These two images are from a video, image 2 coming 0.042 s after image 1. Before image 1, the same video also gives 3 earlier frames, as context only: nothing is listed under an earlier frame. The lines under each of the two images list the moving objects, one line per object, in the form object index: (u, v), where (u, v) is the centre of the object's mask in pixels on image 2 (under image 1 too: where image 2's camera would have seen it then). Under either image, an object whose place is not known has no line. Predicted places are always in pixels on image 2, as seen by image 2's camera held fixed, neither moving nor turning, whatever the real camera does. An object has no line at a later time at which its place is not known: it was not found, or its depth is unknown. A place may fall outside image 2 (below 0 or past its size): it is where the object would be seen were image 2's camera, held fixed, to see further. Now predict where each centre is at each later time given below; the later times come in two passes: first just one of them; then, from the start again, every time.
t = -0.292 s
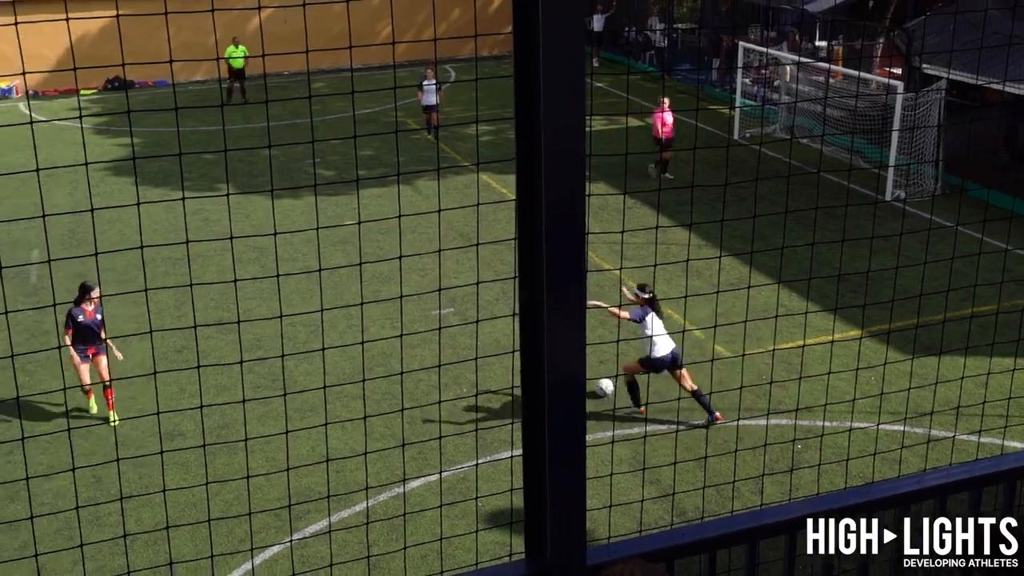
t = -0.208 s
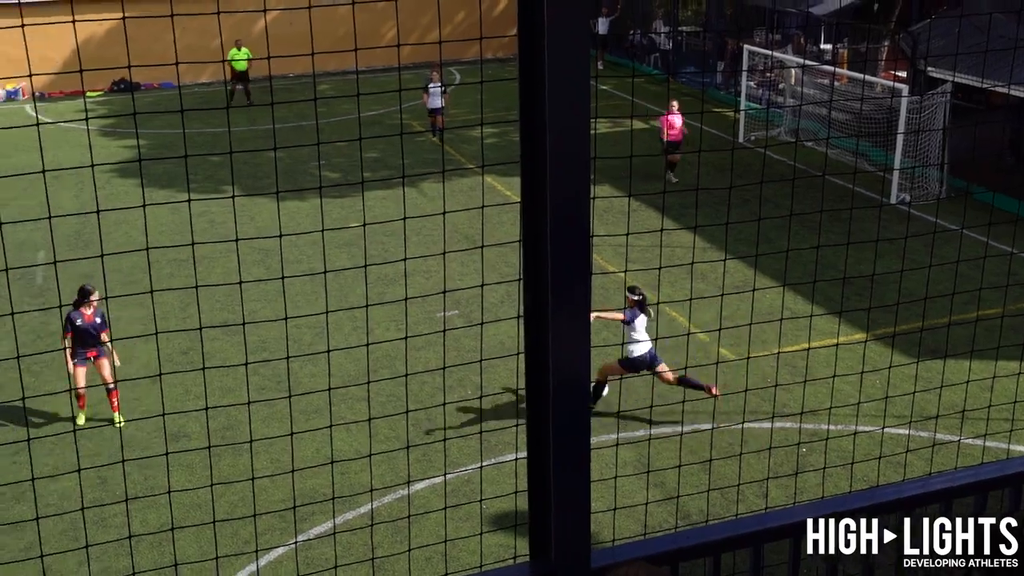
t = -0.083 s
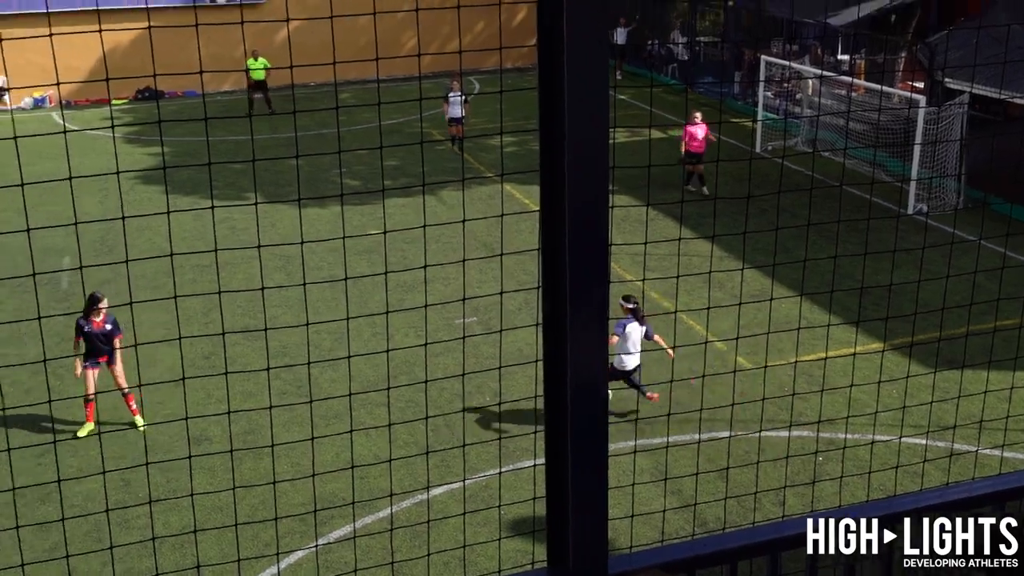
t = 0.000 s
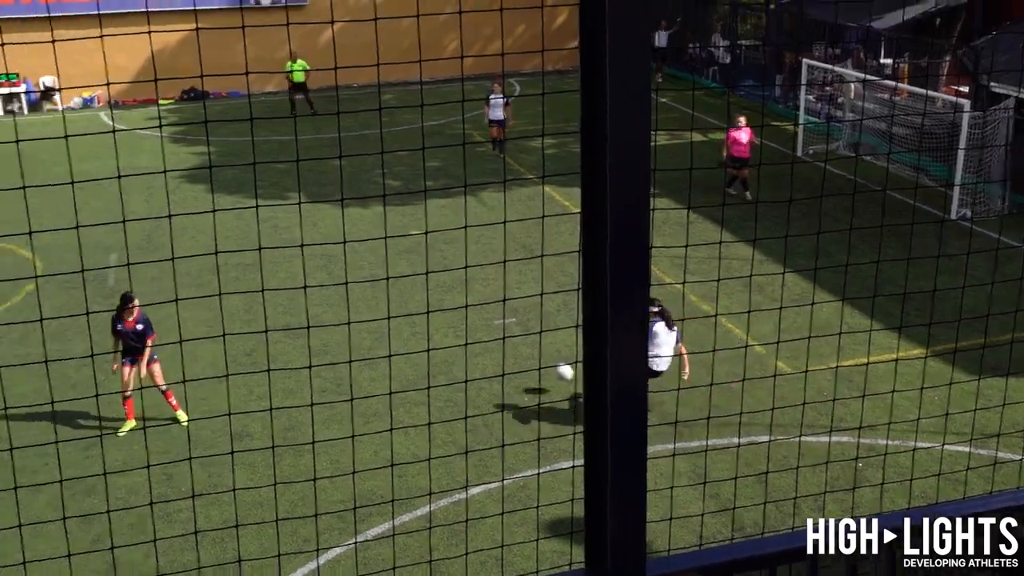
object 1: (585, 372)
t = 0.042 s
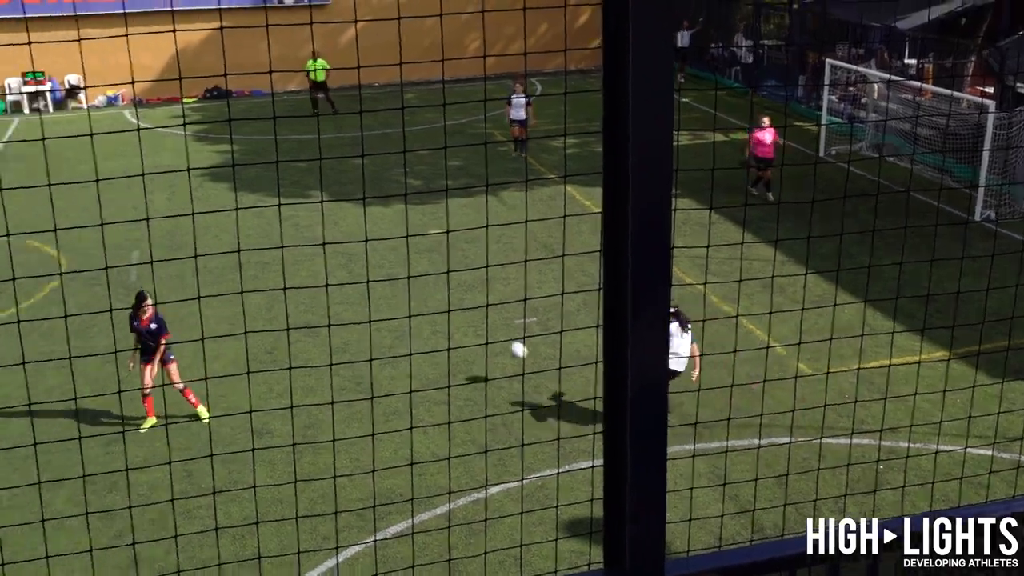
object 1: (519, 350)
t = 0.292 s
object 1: (180, 269)
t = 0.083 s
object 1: (456, 332)
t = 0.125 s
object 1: (397, 314)
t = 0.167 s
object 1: (339, 300)
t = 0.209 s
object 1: (284, 287)
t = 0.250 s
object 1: (230, 277)
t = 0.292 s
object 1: (180, 269)
